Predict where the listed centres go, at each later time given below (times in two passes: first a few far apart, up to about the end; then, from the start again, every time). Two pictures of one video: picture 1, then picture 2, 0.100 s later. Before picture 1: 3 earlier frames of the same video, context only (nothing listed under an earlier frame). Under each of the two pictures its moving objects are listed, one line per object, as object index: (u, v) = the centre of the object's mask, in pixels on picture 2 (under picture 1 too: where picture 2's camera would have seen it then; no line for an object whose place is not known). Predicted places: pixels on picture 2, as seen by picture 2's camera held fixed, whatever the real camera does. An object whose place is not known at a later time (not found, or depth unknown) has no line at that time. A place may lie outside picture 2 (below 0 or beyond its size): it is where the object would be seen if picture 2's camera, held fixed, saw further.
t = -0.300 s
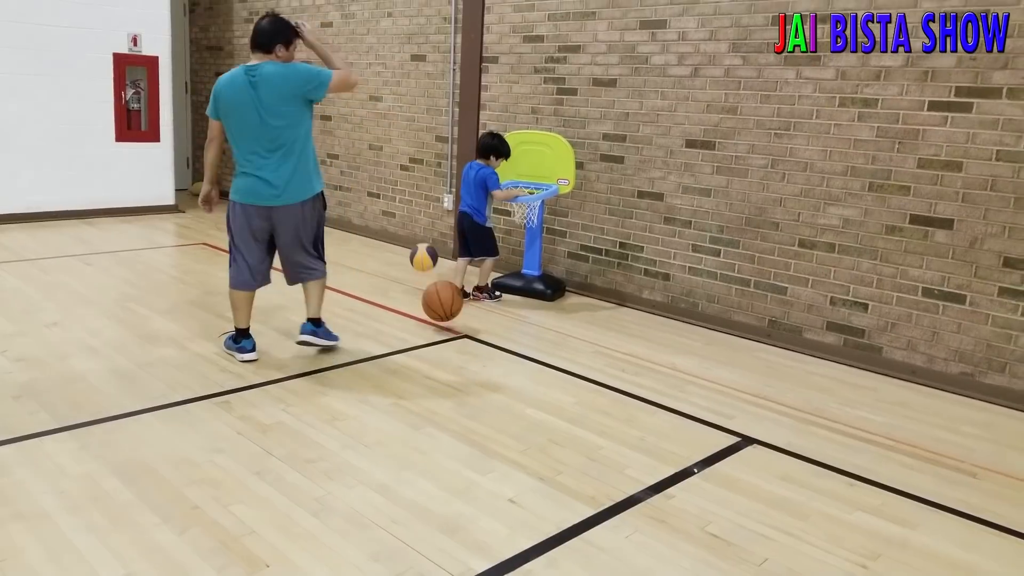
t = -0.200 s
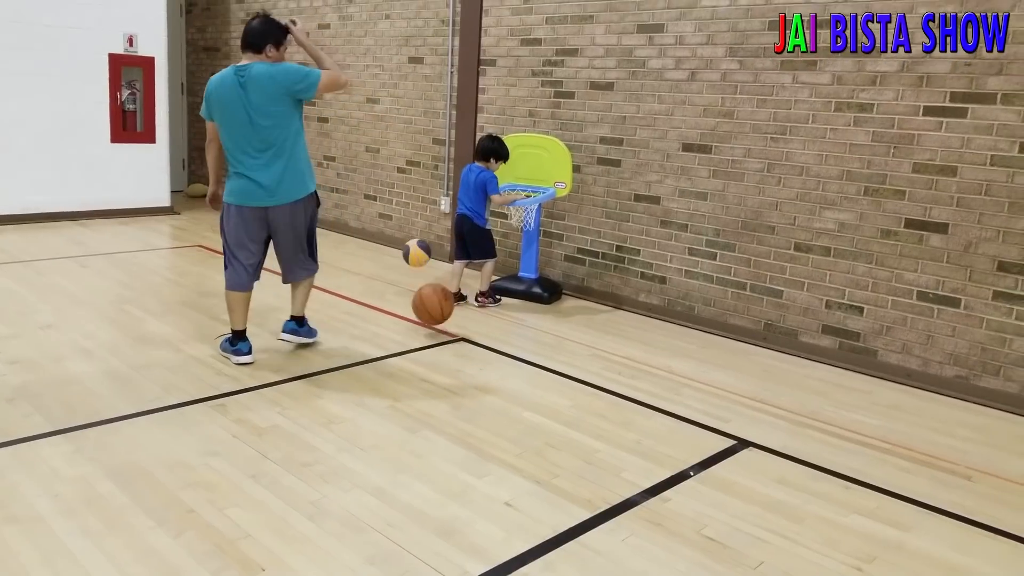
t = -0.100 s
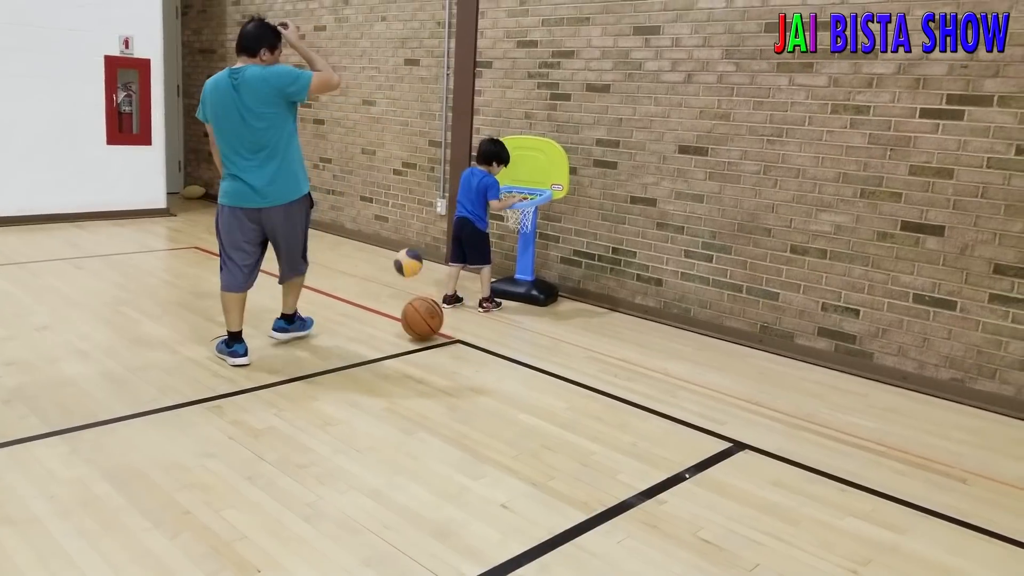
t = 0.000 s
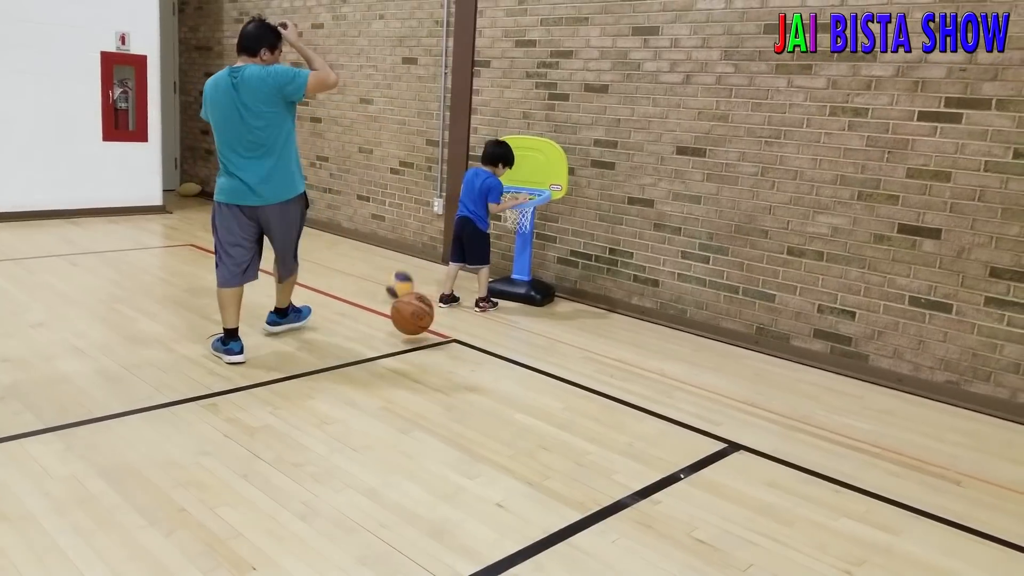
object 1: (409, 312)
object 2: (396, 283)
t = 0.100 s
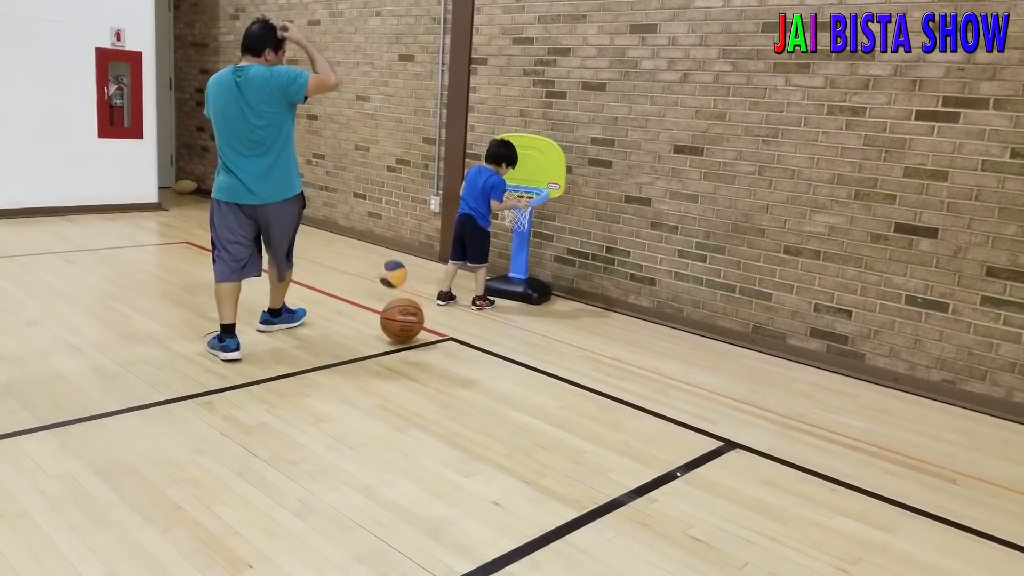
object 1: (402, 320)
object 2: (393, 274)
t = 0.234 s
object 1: (393, 325)
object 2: (388, 269)
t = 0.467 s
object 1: (375, 330)
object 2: (378, 277)
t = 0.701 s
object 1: (357, 336)
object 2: (369, 282)
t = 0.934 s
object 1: (336, 343)
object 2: (362, 284)
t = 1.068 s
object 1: (324, 347)
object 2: (358, 287)
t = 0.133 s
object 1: (400, 318)
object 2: (392, 270)
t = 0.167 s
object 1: (397, 319)
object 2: (390, 268)
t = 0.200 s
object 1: (395, 322)
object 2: (389, 268)
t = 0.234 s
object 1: (393, 325)
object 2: (388, 269)
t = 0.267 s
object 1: (390, 323)
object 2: (386, 272)
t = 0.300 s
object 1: (388, 324)
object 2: (385, 276)
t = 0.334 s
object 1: (385, 327)
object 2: (383, 283)
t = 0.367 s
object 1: (383, 327)
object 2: (381, 289)
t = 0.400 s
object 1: (381, 328)
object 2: (380, 283)
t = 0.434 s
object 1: (378, 329)
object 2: (379, 279)
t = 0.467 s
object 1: (375, 330)
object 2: (378, 277)
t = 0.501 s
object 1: (373, 331)
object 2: (377, 276)
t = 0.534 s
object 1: (370, 331)
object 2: (376, 277)
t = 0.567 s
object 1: (368, 332)
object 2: (374, 280)
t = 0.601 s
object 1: (365, 333)
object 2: (372, 284)
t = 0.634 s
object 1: (362, 334)
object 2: (371, 289)
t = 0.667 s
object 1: (360, 335)
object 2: (370, 285)
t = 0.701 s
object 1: (357, 336)
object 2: (369, 282)
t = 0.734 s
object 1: (354, 337)
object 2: (368, 281)
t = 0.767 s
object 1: (351, 338)
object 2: (367, 282)
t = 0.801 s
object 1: (348, 339)
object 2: (366, 284)
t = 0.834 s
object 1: (345, 340)
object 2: (365, 288)
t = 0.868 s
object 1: (342, 341)
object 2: (363, 287)
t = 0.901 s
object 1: (339, 342)
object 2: (362, 286)
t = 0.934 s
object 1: (336, 343)
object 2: (362, 284)
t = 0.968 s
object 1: (333, 344)
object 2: (361, 285)
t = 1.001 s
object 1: (330, 344)
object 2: (360, 288)
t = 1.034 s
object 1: (327, 346)
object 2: (359, 289)
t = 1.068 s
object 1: (324, 347)
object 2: (358, 287)
